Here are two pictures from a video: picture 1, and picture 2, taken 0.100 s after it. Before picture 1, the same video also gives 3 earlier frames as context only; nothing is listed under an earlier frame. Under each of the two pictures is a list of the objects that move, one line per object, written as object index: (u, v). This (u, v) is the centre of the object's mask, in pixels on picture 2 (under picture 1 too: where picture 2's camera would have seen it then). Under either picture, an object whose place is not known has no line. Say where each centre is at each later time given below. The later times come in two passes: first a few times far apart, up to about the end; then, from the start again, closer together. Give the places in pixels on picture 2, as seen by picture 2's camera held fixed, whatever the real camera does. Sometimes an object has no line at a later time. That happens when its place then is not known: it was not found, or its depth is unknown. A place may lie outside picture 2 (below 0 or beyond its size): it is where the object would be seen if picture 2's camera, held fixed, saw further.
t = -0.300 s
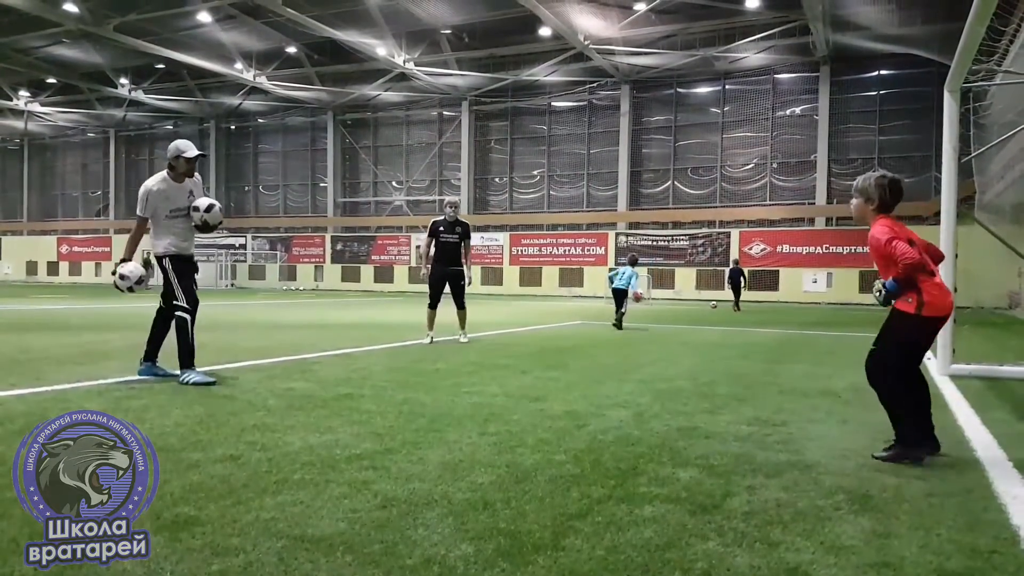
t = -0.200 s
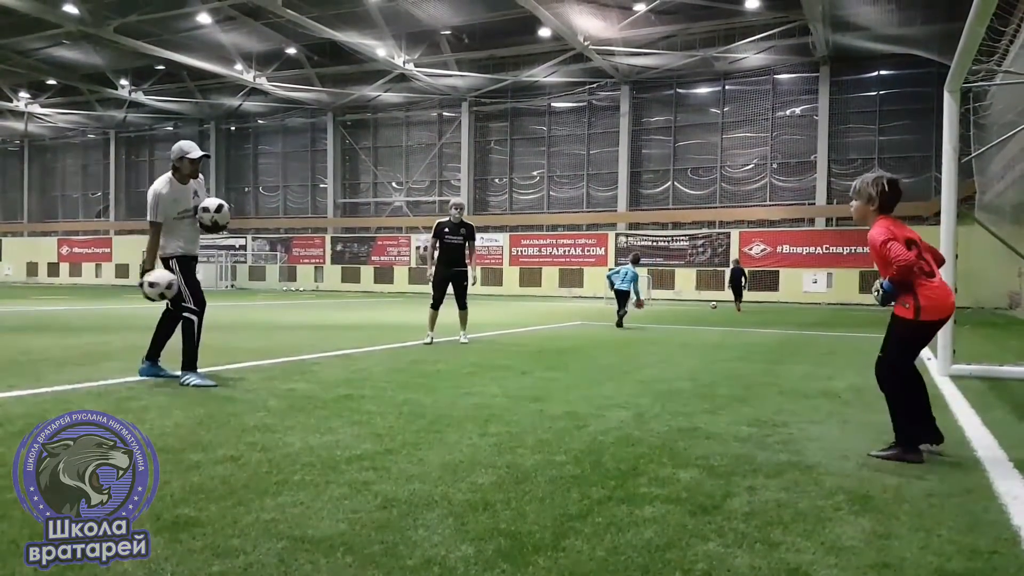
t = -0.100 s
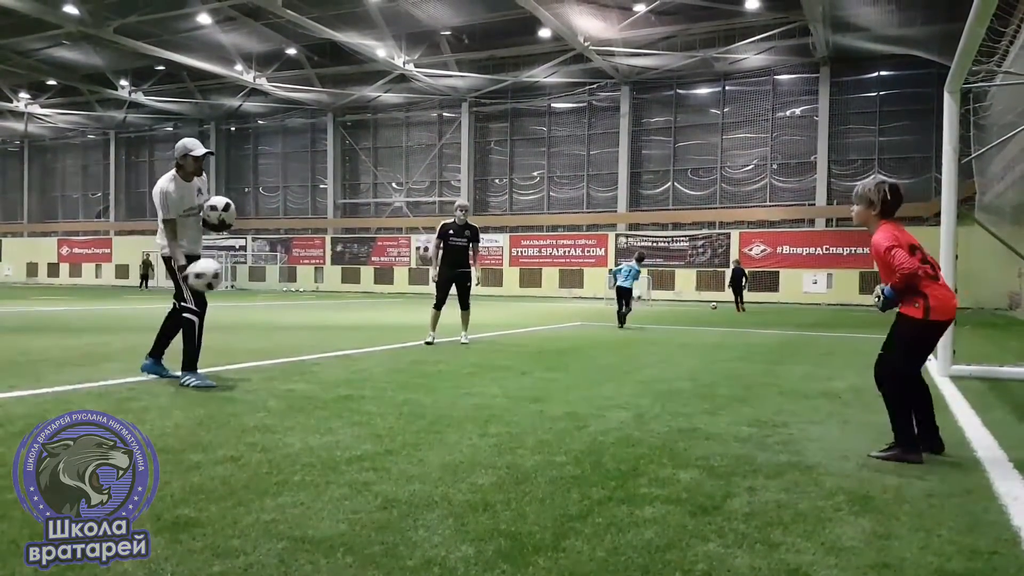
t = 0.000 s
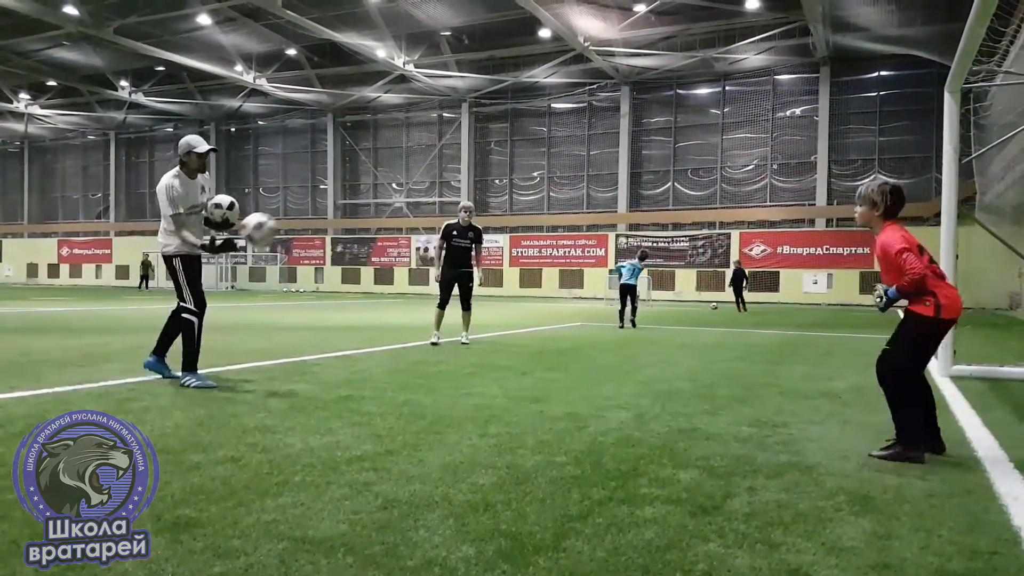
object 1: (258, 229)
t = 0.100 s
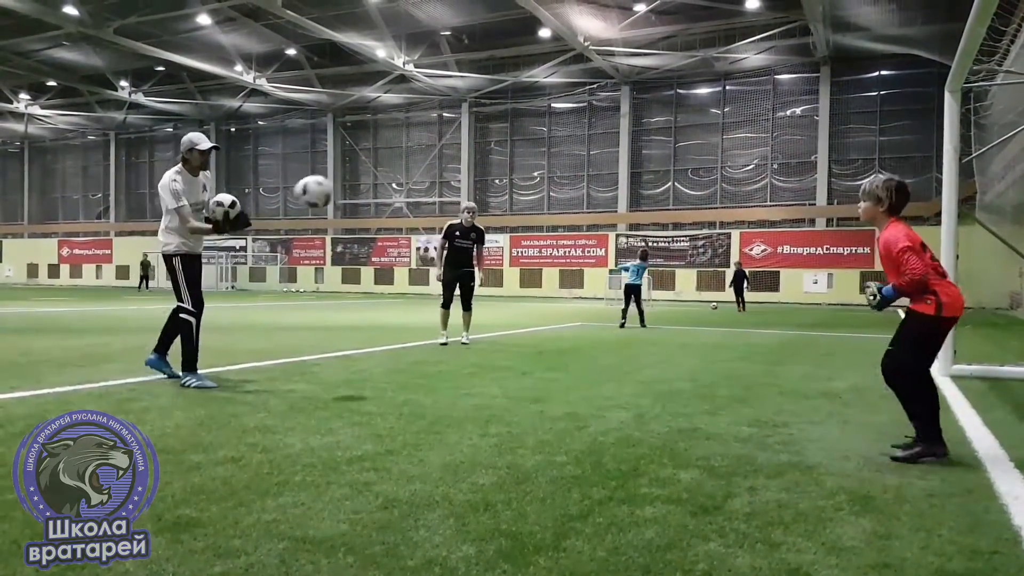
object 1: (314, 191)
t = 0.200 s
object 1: (370, 168)
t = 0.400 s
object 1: (493, 167)
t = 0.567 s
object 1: (604, 220)
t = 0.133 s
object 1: (332, 182)
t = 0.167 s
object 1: (352, 176)
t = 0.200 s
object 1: (370, 168)
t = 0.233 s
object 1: (390, 164)
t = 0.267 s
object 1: (410, 161)
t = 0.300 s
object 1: (431, 160)
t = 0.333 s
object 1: (451, 160)
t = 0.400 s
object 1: (493, 167)
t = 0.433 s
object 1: (513, 173)
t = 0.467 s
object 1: (536, 182)
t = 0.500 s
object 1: (559, 191)
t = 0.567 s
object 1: (604, 220)
